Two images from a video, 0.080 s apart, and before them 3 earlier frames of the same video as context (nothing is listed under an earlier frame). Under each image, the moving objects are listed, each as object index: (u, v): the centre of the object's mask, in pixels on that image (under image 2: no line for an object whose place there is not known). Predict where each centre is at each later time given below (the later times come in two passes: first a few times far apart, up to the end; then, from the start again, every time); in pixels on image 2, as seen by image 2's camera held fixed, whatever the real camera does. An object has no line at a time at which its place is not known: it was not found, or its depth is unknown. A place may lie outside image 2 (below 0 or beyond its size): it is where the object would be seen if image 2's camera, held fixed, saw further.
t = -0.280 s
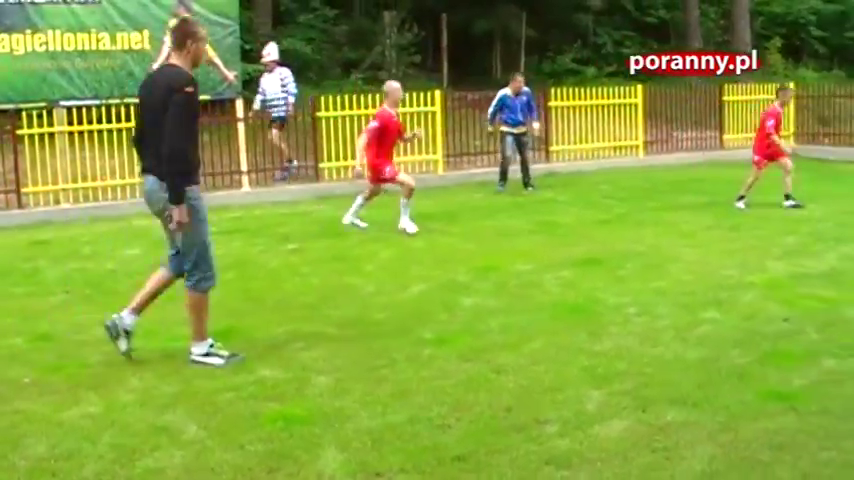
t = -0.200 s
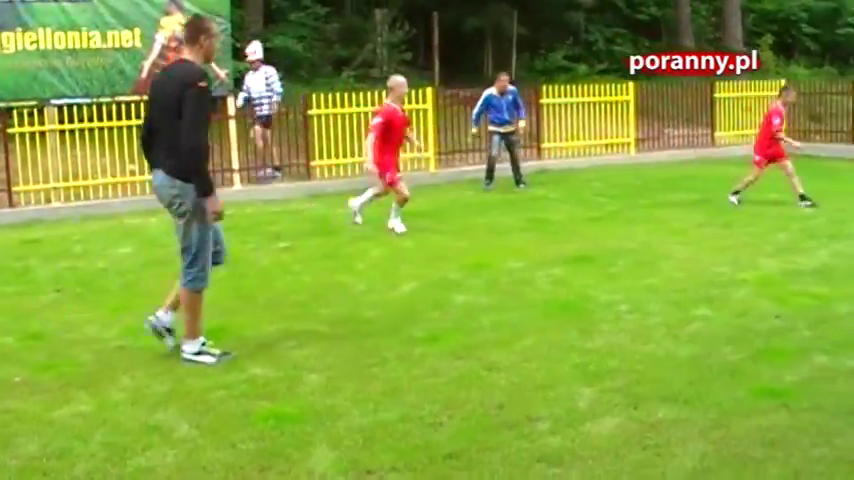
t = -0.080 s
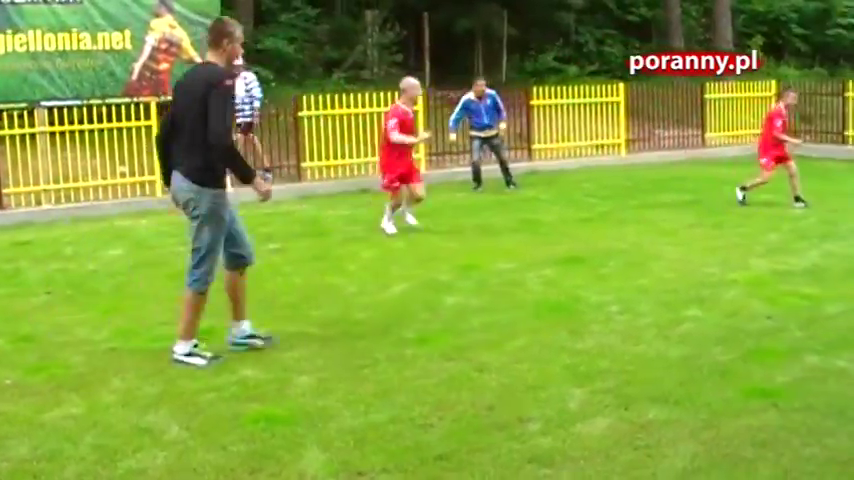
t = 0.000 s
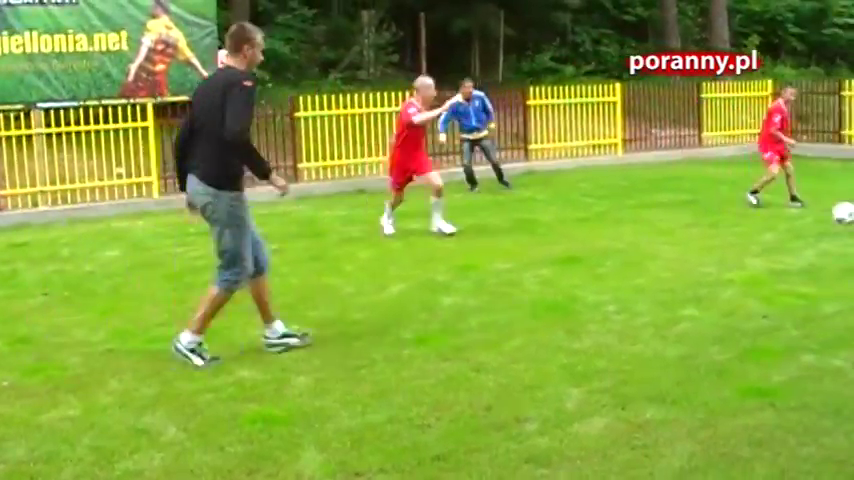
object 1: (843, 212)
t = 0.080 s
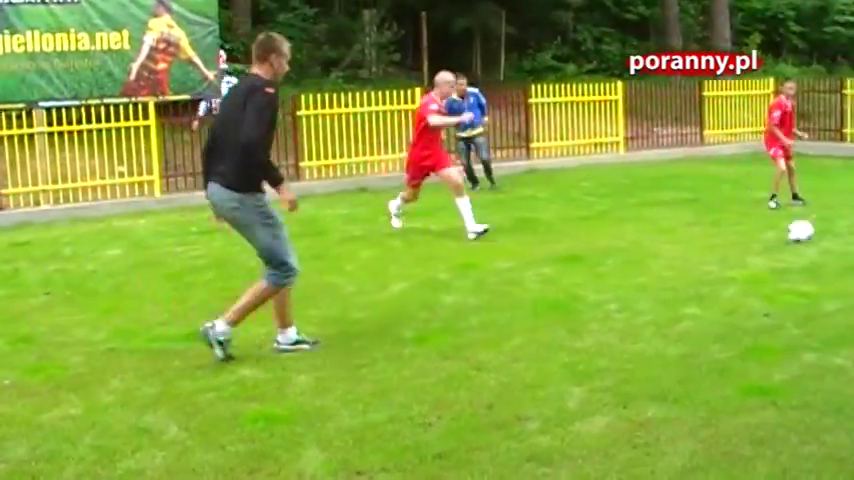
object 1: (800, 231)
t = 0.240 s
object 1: (706, 255)
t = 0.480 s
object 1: (545, 294)
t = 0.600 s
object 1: (452, 319)
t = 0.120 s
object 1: (777, 236)
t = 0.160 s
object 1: (755, 241)
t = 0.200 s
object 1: (731, 248)
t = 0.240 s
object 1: (706, 255)
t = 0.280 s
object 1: (681, 261)
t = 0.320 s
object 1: (655, 267)
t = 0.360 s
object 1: (629, 275)
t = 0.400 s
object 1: (601, 281)
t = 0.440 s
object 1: (574, 287)
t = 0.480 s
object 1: (545, 294)
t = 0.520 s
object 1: (515, 300)
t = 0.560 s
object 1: (484, 311)
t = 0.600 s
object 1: (452, 319)
